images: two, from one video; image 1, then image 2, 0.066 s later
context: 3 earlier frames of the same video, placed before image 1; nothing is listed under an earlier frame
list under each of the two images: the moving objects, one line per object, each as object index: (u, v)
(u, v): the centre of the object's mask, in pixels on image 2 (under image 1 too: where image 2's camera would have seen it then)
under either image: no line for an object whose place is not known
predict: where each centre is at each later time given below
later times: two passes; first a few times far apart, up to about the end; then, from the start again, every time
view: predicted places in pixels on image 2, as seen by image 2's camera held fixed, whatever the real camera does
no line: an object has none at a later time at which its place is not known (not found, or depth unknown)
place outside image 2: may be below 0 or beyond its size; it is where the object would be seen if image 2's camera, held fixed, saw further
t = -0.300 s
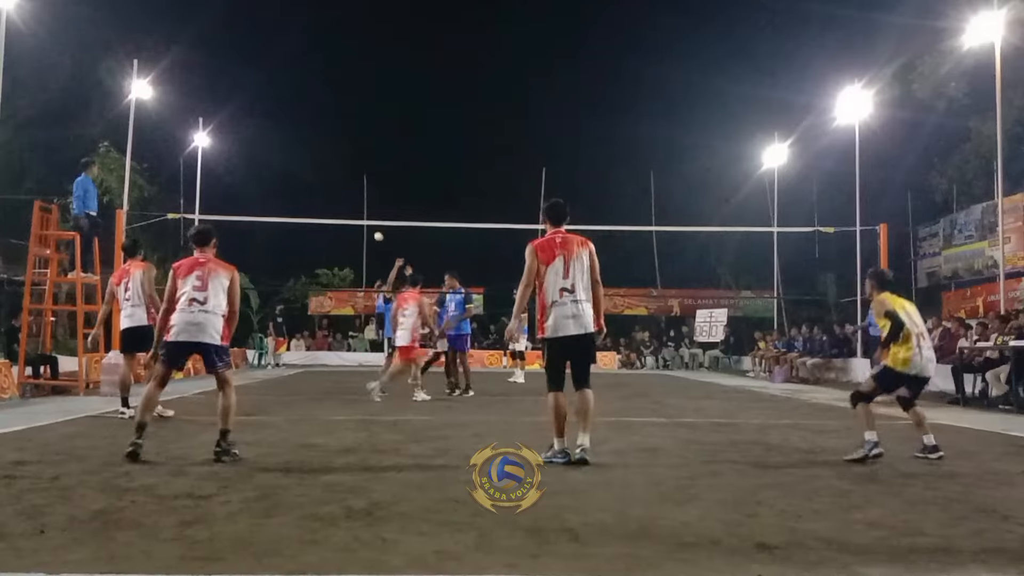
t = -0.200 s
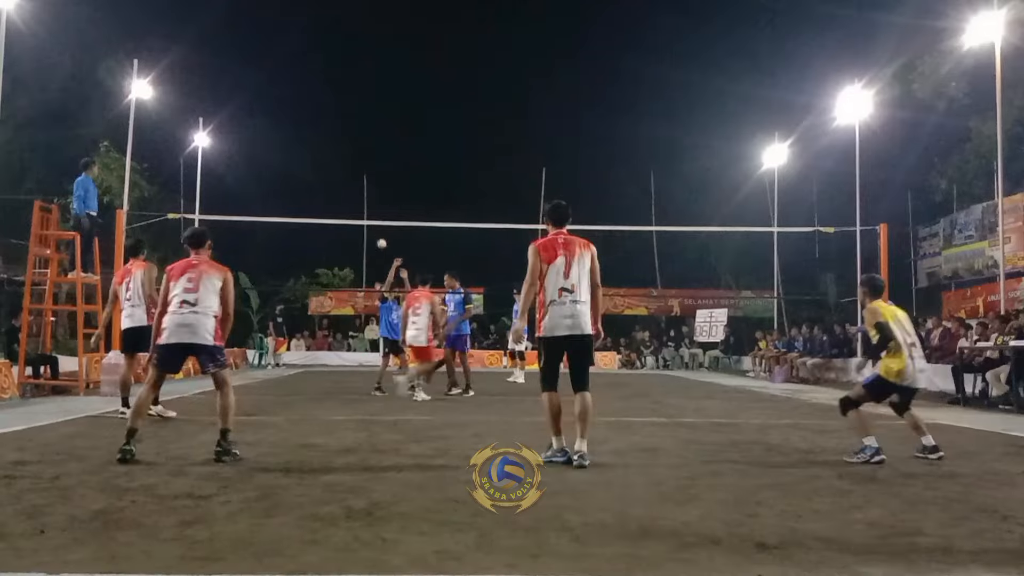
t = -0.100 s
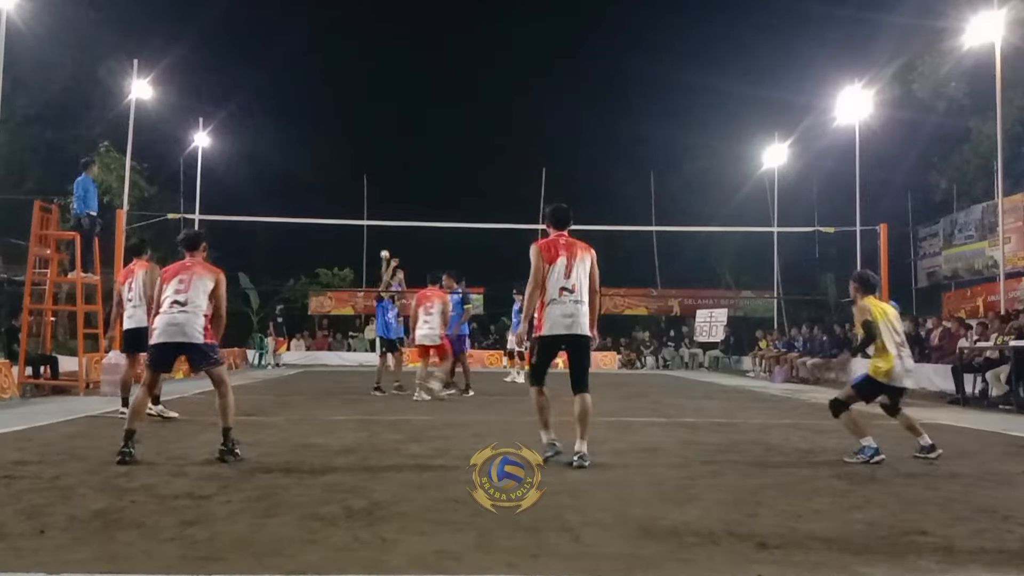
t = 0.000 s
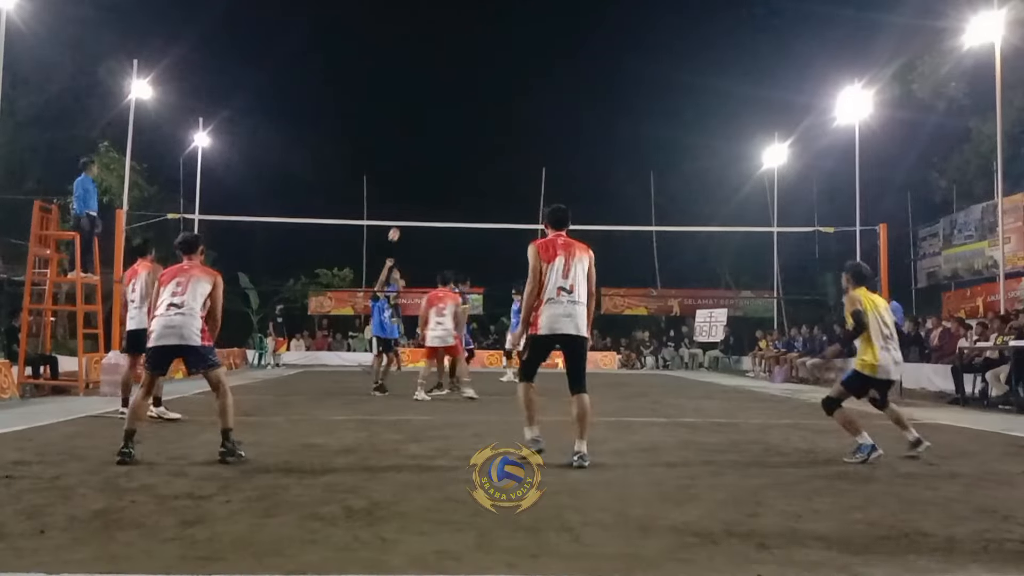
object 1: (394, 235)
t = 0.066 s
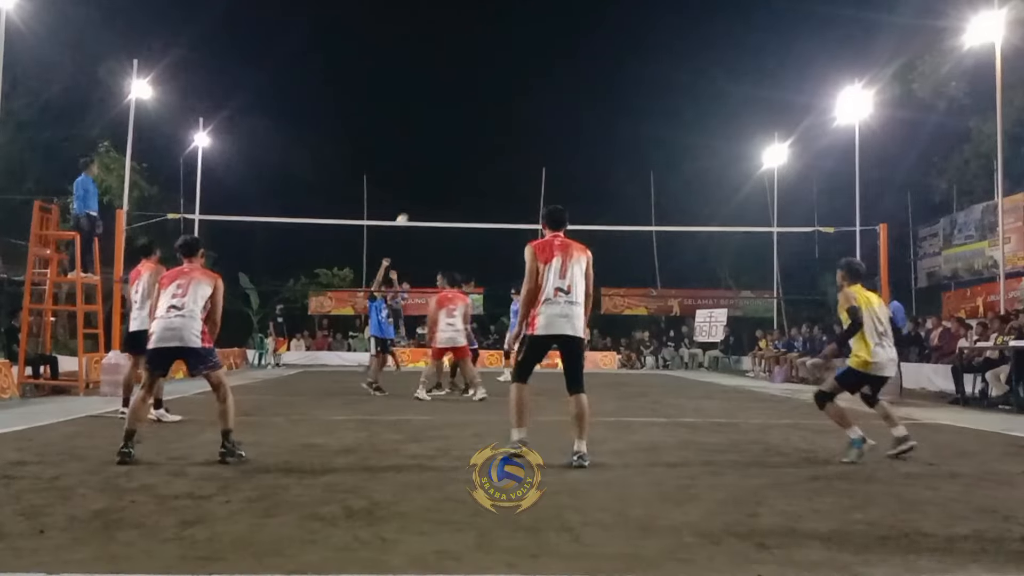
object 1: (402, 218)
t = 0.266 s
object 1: (434, 185)
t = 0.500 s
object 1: (498, 166)
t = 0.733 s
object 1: (613, 198)
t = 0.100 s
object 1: (406, 214)
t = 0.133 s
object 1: (411, 207)
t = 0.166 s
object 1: (417, 200)
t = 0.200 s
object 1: (422, 195)
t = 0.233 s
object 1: (428, 189)
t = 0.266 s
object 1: (434, 185)
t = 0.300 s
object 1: (441, 180)
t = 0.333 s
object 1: (449, 176)
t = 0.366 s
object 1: (457, 173)
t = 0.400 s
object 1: (466, 169)
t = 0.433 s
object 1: (476, 167)
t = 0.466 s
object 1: (486, 166)
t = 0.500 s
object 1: (498, 166)
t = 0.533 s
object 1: (509, 166)
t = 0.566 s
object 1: (522, 167)
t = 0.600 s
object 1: (538, 171)
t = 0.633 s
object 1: (553, 176)
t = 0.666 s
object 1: (571, 181)
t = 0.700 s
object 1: (592, 188)
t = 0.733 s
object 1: (613, 198)
